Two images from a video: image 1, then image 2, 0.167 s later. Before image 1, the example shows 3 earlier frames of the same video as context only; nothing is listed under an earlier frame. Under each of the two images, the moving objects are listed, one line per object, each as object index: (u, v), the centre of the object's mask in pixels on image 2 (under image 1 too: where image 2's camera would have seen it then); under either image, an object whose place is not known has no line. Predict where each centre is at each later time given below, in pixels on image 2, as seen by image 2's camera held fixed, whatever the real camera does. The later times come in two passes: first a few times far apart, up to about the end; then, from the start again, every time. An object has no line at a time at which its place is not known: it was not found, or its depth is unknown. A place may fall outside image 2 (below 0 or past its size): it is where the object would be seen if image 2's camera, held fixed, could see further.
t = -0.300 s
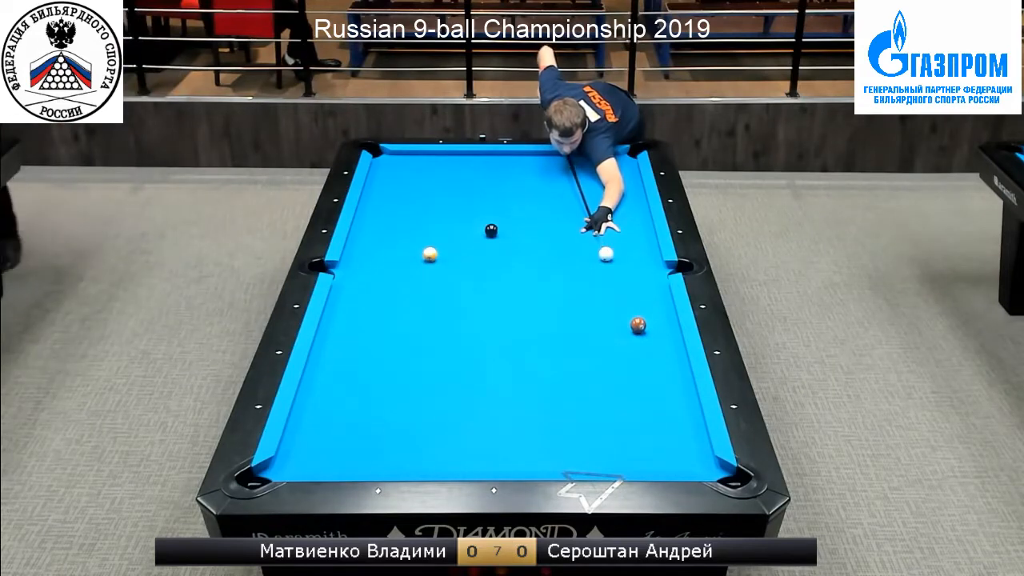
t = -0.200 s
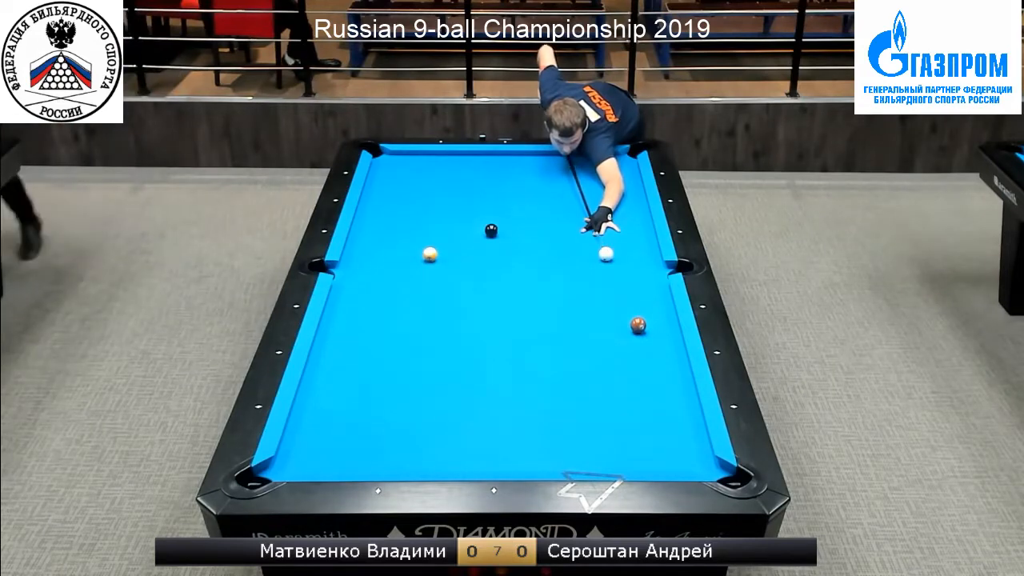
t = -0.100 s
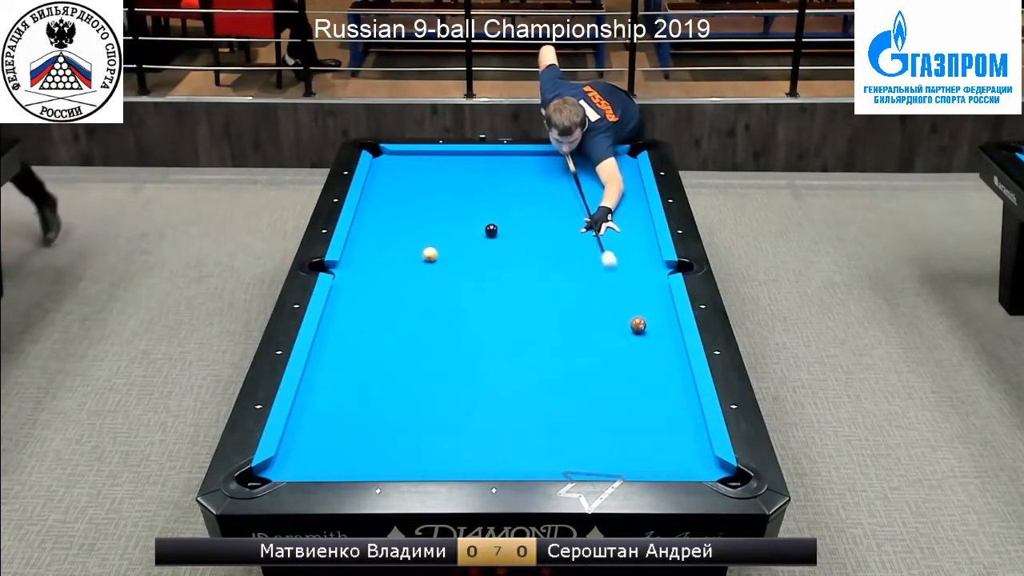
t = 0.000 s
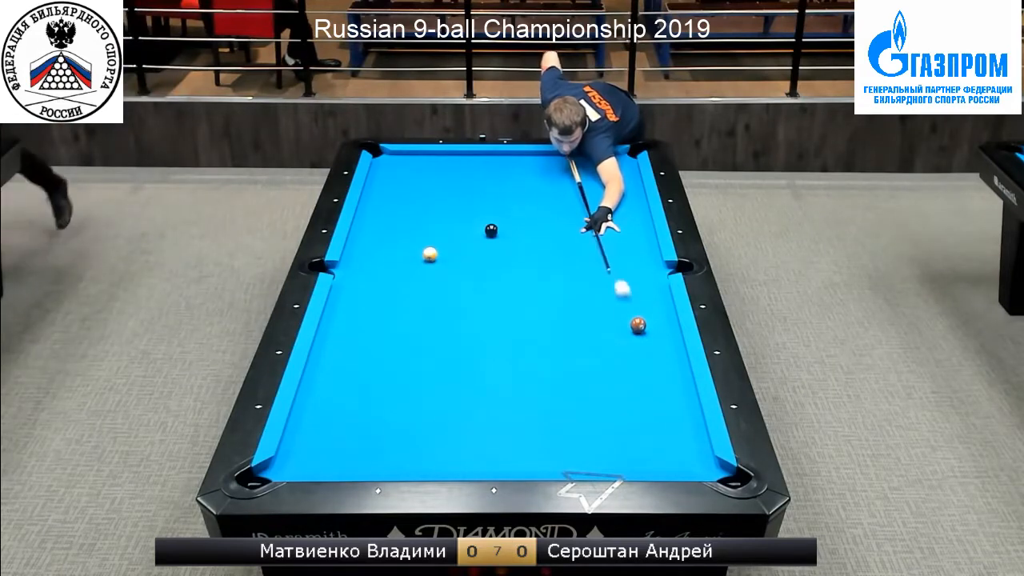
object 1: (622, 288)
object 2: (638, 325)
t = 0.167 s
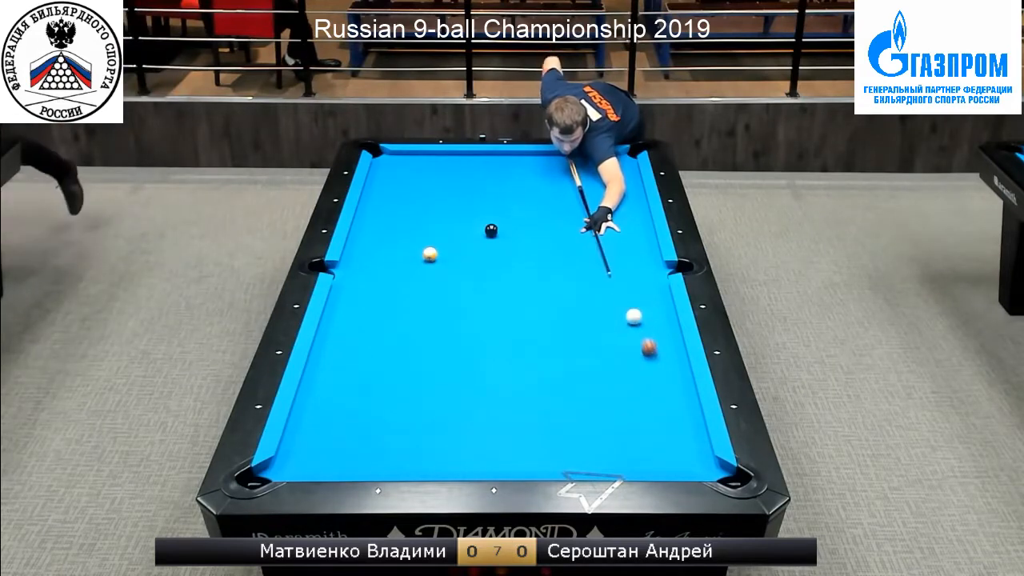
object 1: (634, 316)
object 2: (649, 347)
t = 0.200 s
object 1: (633, 316)
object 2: (653, 357)
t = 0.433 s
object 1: (628, 305)
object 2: (688, 429)
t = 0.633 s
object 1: (623, 296)
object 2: (731, 480)
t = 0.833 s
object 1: (619, 288)
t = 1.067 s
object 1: (615, 278)
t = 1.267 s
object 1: (612, 271)
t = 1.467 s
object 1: (609, 264)
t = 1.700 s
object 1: (605, 257)
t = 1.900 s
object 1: (603, 252)
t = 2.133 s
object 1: (601, 246)
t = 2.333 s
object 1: (598, 241)
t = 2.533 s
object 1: (597, 237)
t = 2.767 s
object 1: (595, 233)
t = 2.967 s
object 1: (594, 230)
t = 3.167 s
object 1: (593, 227)
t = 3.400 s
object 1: (592, 224)
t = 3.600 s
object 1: (591, 223)
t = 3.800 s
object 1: (591, 221)
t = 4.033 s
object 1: (590, 220)
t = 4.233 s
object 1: (590, 219)
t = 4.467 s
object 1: (590, 219)
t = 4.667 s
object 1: (590, 219)
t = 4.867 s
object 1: (589, 219)
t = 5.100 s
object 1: (589, 219)
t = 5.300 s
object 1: (589, 219)
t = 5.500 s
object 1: (589, 219)
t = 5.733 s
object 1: (589, 219)
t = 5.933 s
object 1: (589, 219)
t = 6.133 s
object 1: (589, 219)
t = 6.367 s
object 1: (590, 219)
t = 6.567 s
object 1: (590, 219)
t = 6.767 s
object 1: (590, 219)
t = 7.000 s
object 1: (589, 219)
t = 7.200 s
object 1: (590, 219)
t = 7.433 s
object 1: (590, 219)
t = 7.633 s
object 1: (589, 219)
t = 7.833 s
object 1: (590, 219)
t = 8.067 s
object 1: (590, 219)
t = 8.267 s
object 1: (590, 219)
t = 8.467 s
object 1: (590, 219)
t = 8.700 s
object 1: (589, 219)
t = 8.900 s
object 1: (590, 219)
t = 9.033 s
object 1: (590, 219)
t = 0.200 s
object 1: (633, 316)
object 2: (653, 357)
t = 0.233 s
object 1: (633, 315)
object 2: (658, 368)
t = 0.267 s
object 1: (632, 314)
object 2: (663, 378)
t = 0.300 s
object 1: (631, 312)
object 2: (668, 389)
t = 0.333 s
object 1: (630, 311)
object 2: (673, 399)
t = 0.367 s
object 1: (629, 309)
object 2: (678, 409)
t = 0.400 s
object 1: (629, 307)
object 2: (683, 419)
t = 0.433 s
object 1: (628, 305)
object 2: (688, 429)
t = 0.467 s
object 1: (627, 304)
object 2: (693, 440)
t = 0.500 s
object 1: (626, 302)
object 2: (698, 450)
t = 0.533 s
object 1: (625, 301)
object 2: (703, 461)
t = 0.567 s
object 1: (624, 299)
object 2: (708, 469)
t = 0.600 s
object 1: (624, 298)
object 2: (719, 475)
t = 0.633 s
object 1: (623, 296)
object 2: (731, 480)
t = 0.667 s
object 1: (622, 295)
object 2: (737, 484)
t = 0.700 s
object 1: (622, 293)
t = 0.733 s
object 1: (621, 292)
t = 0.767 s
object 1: (620, 290)
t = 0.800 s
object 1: (620, 289)
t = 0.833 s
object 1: (619, 288)
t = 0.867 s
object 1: (618, 286)
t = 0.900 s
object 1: (618, 285)
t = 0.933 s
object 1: (617, 283)
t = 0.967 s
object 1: (617, 282)
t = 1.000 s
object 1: (616, 281)
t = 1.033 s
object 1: (616, 279)
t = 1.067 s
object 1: (615, 278)
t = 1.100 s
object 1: (614, 277)
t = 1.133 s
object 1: (614, 276)
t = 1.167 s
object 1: (613, 274)
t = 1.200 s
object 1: (613, 273)
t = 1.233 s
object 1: (612, 272)
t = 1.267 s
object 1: (612, 271)
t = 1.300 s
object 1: (611, 270)
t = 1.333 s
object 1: (610, 269)
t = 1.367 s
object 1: (610, 268)
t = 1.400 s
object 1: (609, 267)
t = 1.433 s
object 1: (609, 266)
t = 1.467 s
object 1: (609, 264)
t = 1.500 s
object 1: (608, 263)
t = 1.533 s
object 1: (608, 262)
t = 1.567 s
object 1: (607, 261)
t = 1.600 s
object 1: (607, 260)
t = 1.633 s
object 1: (606, 259)
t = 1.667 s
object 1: (606, 258)
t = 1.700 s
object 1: (605, 257)
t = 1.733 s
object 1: (605, 256)
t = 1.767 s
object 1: (605, 255)
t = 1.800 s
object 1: (604, 254)
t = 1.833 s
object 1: (604, 253)
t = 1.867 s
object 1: (604, 252)
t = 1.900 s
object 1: (603, 252)
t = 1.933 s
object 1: (603, 251)
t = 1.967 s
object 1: (602, 250)
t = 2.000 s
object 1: (602, 249)
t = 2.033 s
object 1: (601, 248)
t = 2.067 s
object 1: (601, 247)
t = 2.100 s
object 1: (601, 247)
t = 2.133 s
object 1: (601, 246)
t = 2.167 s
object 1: (601, 245)
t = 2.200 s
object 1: (600, 244)
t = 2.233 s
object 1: (600, 243)
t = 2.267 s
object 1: (600, 243)
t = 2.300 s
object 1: (599, 242)
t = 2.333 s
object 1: (598, 241)
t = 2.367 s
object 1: (598, 241)
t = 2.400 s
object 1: (598, 240)
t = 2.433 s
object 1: (598, 239)
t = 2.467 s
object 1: (597, 239)
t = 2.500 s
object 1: (597, 238)
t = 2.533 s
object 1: (597, 237)
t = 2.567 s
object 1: (596, 237)
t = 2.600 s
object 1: (596, 236)
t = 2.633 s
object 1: (596, 235)
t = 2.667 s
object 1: (596, 235)
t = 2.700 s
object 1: (596, 234)
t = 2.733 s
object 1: (595, 234)
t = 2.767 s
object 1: (595, 233)
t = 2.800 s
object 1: (595, 232)
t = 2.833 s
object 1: (595, 232)
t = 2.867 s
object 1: (595, 231)
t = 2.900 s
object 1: (594, 231)
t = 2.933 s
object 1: (594, 231)
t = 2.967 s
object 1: (594, 230)
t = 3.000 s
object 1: (594, 229)
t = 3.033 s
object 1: (594, 229)
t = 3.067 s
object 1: (594, 228)
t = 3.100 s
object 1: (593, 228)
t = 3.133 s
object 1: (593, 228)
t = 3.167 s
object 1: (593, 227)
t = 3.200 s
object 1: (592, 227)
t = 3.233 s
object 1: (592, 226)
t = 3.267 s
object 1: (592, 226)
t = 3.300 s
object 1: (592, 226)
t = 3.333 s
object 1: (592, 225)
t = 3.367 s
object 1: (592, 225)
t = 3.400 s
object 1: (592, 224)
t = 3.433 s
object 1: (592, 224)
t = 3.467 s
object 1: (592, 224)
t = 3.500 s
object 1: (591, 224)
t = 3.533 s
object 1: (591, 223)
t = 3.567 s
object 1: (591, 223)
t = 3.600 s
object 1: (591, 223)
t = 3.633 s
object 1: (591, 222)
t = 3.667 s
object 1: (591, 222)
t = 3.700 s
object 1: (591, 222)
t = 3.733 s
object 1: (591, 222)
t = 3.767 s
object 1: (590, 221)
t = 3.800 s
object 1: (591, 221)
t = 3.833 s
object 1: (590, 221)
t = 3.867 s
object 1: (590, 220)
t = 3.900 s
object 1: (590, 220)
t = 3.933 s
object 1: (590, 220)
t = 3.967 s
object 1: (590, 220)
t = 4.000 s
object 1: (590, 220)
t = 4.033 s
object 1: (590, 220)
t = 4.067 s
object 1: (590, 220)
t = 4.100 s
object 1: (590, 219)
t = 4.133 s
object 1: (590, 219)
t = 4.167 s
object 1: (590, 219)
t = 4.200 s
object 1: (590, 219)
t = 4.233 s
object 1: (590, 219)
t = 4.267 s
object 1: (590, 219)
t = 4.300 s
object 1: (590, 219)
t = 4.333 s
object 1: (590, 219)
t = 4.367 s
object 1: (590, 219)
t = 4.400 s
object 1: (590, 219)
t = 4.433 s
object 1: (590, 219)
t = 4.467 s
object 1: (590, 219)
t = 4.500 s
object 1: (590, 219)
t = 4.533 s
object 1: (590, 219)
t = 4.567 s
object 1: (590, 219)
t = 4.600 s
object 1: (590, 219)
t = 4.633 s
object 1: (590, 219)
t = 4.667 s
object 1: (590, 219)
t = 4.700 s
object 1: (590, 219)
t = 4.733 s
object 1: (589, 219)
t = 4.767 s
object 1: (589, 219)
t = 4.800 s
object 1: (589, 219)
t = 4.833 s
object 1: (589, 219)
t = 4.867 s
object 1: (589, 219)
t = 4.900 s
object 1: (589, 219)
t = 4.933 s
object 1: (589, 219)
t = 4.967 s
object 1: (589, 219)
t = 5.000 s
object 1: (589, 219)
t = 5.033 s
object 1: (589, 219)
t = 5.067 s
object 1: (589, 219)
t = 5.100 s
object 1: (589, 219)
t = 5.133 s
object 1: (589, 219)
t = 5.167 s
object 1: (589, 219)
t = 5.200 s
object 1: (589, 219)
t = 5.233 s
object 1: (589, 219)
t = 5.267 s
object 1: (589, 219)
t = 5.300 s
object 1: (589, 219)
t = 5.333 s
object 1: (589, 219)
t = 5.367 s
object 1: (589, 219)
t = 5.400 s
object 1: (589, 219)
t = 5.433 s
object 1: (589, 219)
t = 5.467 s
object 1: (589, 219)
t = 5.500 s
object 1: (589, 219)
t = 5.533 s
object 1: (589, 219)
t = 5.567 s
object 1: (589, 219)
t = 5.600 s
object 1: (589, 219)
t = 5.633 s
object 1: (589, 219)
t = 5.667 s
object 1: (589, 219)
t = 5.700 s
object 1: (589, 219)
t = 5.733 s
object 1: (589, 219)
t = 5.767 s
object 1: (589, 219)
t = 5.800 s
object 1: (589, 219)
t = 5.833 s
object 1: (590, 219)
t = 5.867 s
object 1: (589, 219)
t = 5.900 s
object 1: (589, 219)
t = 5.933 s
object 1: (589, 219)
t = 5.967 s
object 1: (589, 219)
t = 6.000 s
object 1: (589, 219)
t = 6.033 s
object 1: (590, 219)
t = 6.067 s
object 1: (589, 219)
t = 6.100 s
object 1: (589, 219)
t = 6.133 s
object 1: (589, 219)
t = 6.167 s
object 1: (589, 219)
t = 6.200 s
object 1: (590, 219)
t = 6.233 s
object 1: (589, 219)
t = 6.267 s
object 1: (589, 219)
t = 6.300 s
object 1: (589, 219)
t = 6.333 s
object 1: (590, 219)
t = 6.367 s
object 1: (590, 219)
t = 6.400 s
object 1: (590, 219)
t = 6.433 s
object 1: (589, 219)
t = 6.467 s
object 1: (589, 219)
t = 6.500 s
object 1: (590, 219)
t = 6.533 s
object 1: (590, 219)
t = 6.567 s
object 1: (590, 219)
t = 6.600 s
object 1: (589, 219)
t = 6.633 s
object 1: (590, 219)
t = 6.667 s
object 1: (590, 219)
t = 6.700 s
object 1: (590, 219)
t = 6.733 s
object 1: (590, 219)
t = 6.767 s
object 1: (590, 219)
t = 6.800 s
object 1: (590, 219)
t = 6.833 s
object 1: (590, 219)
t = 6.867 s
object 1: (589, 219)
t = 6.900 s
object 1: (590, 219)
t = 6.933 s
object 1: (589, 219)
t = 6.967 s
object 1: (590, 219)
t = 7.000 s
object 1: (589, 219)
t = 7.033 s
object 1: (590, 219)
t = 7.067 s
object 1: (590, 219)
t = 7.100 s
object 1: (589, 219)
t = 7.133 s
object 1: (590, 219)
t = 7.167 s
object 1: (590, 219)
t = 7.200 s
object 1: (590, 219)
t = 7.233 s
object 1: (590, 219)
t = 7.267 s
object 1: (590, 219)
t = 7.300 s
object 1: (590, 219)
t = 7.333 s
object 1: (590, 219)
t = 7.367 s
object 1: (590, 219)
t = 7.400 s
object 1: (590, 219)
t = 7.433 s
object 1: (590, 219)
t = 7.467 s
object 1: (590, 219)
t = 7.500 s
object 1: (589, 219)
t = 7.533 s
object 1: (590, 219)
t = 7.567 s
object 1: (590, 219)
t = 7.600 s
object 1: (590, 219)
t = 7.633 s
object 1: (589, 219)
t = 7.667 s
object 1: (590, 219)
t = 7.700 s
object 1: (590, 219)
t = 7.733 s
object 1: (590, 219)
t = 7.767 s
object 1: (590, 219)
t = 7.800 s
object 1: (590, 219)
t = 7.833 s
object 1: (590, 219)
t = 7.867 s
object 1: (590, 219)
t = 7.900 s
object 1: (590, 219)
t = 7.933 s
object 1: (590, 219)
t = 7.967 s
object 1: (590, 219)
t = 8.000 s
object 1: (590, 219)
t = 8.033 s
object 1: (590, 219)
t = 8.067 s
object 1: (590, 219)
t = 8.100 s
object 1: (589, 219)
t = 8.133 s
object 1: (590, 219)
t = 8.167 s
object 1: (590, 219)
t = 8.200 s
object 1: (590, 219)
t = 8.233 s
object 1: (590, 219)
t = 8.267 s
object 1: (590, 219)
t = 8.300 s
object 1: (590, 219)
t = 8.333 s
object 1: (590, 219)
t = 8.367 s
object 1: (590, 219)
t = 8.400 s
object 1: (590, 219)
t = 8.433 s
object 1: (590, 219)
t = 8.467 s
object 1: (590, 219)
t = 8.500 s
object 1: (590, 219)
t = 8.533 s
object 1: (590, 219)
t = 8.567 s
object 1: (590, 219)
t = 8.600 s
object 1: (590, 219)
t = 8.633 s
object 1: (589, 219)
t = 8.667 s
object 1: (589, 219)
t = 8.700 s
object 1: (589, 219)
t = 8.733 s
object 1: (589, 219)
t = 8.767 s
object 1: (589, 219)
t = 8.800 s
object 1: (589, 219)
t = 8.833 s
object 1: (590, 219)
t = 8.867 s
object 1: (589, 219)
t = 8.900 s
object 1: (590, 219)
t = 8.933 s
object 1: (589, 219)
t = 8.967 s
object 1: (590, 219)
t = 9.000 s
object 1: (590, 219)
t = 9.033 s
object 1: (590, 219)
